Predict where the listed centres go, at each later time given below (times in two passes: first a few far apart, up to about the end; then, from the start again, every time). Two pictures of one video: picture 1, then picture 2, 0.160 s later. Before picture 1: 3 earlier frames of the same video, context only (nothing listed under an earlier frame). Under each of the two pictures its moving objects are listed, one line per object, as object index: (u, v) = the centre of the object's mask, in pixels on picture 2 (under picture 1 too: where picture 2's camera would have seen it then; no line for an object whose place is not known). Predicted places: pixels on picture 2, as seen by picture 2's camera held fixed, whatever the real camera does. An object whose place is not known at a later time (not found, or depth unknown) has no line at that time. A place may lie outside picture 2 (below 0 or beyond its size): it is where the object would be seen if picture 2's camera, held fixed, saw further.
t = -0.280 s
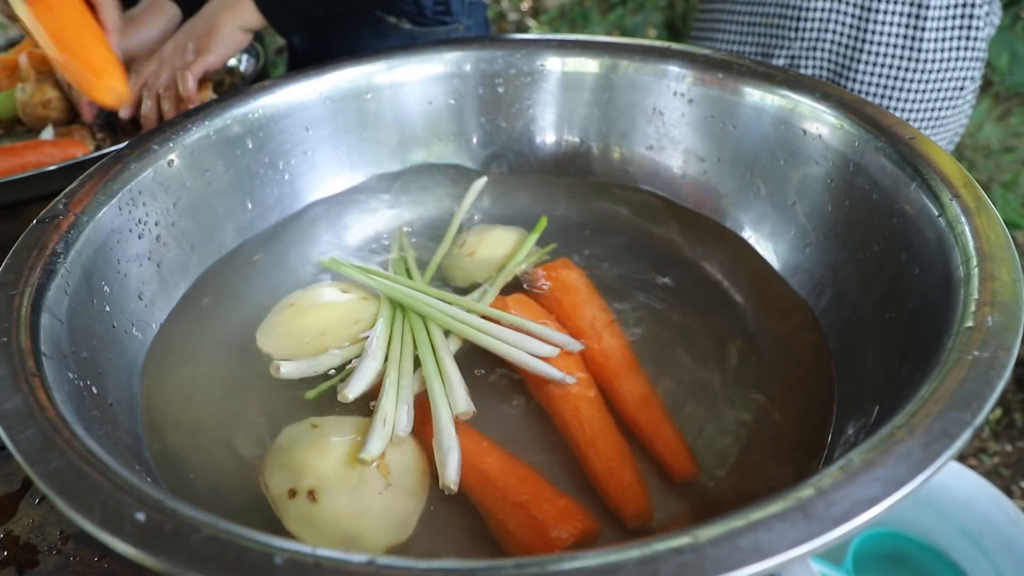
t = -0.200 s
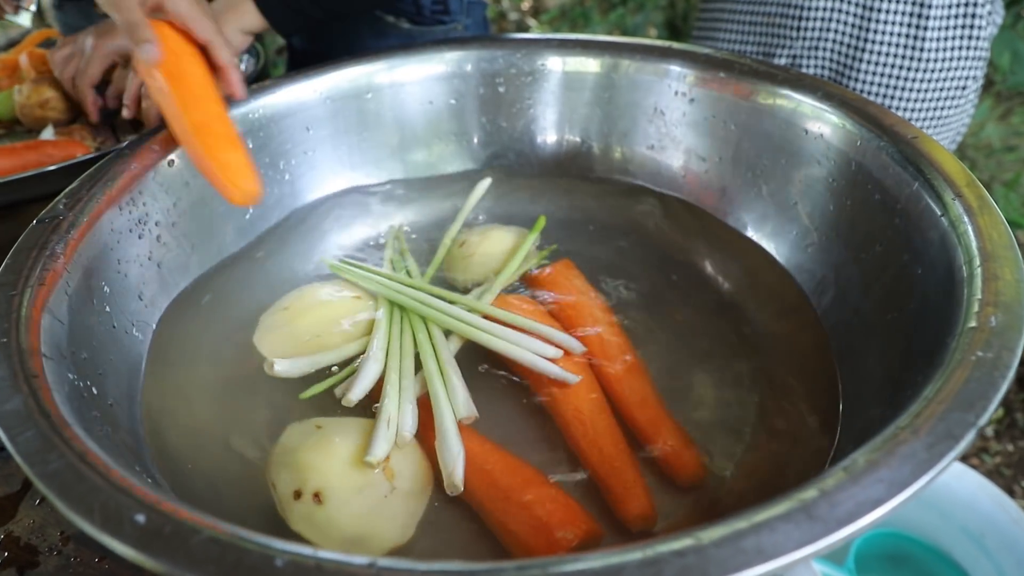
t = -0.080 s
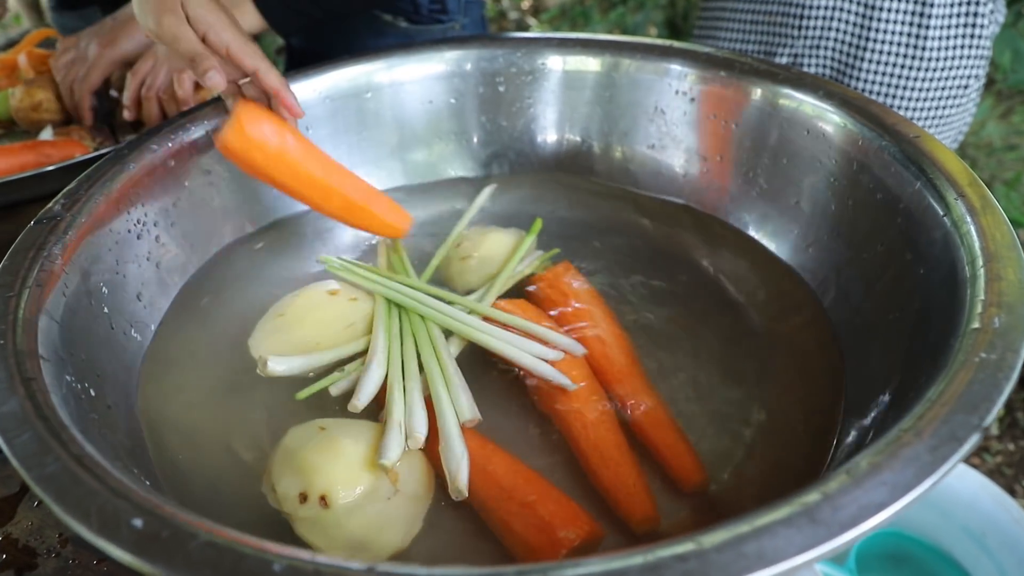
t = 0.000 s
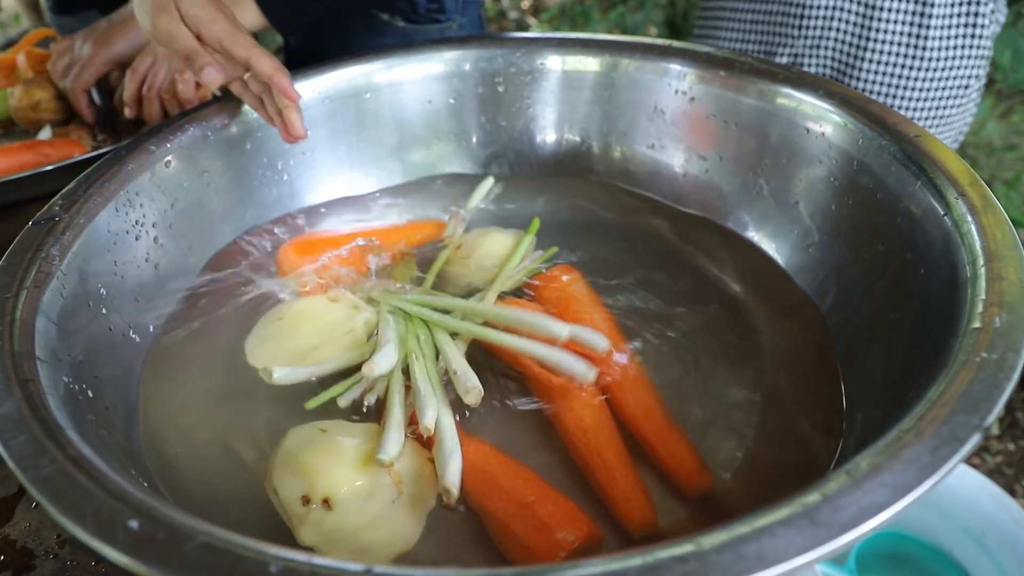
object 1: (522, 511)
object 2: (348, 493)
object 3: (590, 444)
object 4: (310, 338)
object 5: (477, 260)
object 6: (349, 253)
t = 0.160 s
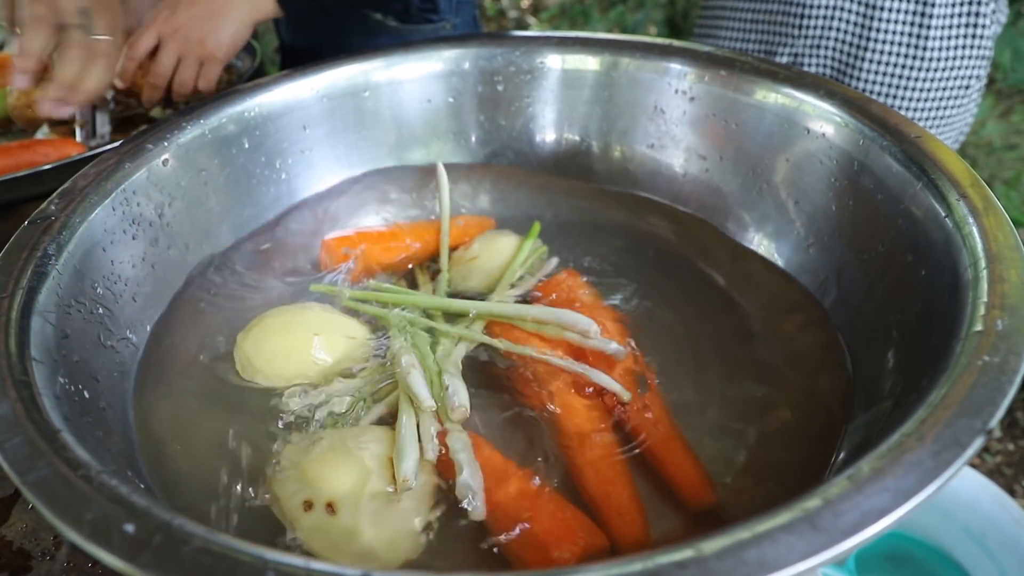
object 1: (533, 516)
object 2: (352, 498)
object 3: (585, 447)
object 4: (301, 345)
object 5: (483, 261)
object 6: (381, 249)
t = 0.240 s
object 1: (529, 514)
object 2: (347, 496)
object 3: (583, 450)
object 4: (306, 358)
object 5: (483, 262)
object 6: (409, 241)
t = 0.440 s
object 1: (518, 504)
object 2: (347, 497)
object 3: (572, 437)
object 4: (290, 361)
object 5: (488, 259)
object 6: (406, 239)
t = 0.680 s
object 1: (512, 493)
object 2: (346, 498)
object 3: (574, 447)
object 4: (281, 366)
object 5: (486, 257)
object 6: (407, 229)
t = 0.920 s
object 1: (512, 499)
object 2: (347, 497)
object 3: (572, 454)
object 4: (283, 365)
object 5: (483, 253)
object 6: (402, 223)
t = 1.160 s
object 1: (513, 506)
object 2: (349, 498)
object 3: (570, 451)
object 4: (284, 360)
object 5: (484, 255)
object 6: (414, 220)
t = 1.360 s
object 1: (513, 507)
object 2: (349, 497)
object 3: (574, 454)
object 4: (287, 357)
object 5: (480, 255)
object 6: (396, 223)
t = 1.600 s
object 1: (517, 510)
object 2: (349, 495)
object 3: (569, 448)
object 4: (289, 358)
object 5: (481, 256)
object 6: (397, 225)
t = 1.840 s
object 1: (503, 504)
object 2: (344, 492)
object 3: (567, 450)
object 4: (290, 356)
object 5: (479, 253)
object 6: (417, 222)
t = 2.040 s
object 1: (503, 497)
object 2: (346, 491)
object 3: (567, 443)
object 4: (290, 354)
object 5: (478, 252)
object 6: (414, 222)
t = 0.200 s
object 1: (534, 517)
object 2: (350, 499)
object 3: (584, 448)
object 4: (305, 356)
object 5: (483, 262)
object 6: (406, 243)
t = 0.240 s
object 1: (529, 514)
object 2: (347, 496)
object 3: (583, 450)
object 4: (306, 358)
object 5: (483, 262)
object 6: (409, 241)
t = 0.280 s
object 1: (524, 510)
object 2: (348, 496)
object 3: (578, 439)
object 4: (308, 360)
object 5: (484, 262)
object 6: (402, 243)
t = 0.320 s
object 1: (521, 509)
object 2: (349, 498)
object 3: (572, 437)
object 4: (306, 363)
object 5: (486, 259)
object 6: (408, 239)
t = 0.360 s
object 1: (520, 506)
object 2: (349, 499)
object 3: (571, 433)
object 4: (303, 362)
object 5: (484, 262)
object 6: (413, 237)
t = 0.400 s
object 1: (519, 505)
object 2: (346, 496)
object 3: (571, 434)
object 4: (300, 364)
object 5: (485, 262)
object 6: (409, 239)
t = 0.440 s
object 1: (518, 504)
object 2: (347, 497)
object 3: (572, 437)
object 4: (290, 361)
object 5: (488, 259)
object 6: (406, 239)
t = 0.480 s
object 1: (518, 501)
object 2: (347, 496)
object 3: (569, 436)
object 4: (292, 368)
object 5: (490, 259)
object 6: (406, 238)
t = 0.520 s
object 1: (515, 498)
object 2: (345, 496)
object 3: (571, 432)
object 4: (289, 370)
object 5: (489, 261)
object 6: (403, 238)
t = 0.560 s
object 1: (516, 497)
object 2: (344, 496)
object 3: (576, 449)
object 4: (287, 372)
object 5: (490, 261)
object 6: (403, 236)
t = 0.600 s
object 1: (516, 495)
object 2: (347, 497)
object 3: (575, 447)
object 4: (289, 369)
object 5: (489, 261)
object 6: (402, 235)
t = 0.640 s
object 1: (515, 495)
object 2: (347, 498)
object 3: (574, 447)
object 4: (281, 367)
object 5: (487, 259)
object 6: (407, 232)
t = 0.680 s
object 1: (512, 493)
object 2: (346, 498)
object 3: (574, 447)
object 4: (281, 366)
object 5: (486, 257)
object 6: (407, 229)
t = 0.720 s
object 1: (514, 496)
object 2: (346, 498)
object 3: (572, 446)
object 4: (281, 368)
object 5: (485, 256)
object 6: (401, 228)
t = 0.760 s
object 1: (512, 496)
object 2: (344, 497)
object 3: (570, 446)
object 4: (282, 368)
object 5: (485, 253)
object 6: (400, 228)
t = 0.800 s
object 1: (511, 496)
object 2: (345, 497)
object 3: (572, 451)
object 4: (282, 369)
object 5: (485, 253)
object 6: (401, 227)
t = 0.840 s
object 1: (512, 497)
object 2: (345, 496)
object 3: (572, 451)
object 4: (282, 368)
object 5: (484, 253)
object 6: (405, 224)
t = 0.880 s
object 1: (512, 496)
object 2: (346, 497)
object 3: (572, 453)
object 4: (281, 367)
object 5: (484, 252)
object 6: (403, 222)
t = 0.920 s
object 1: (512, 499)
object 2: (347, 497)
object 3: (572, 454)
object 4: (283, 365)
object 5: (483, 253)
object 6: (402, 223)
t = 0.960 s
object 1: (512, 501)
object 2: (349, 496)
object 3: (572, 454)
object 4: (285, 363)
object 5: (483, 254)
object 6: (405, 222)
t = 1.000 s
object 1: (512, 502)
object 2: (349, 496)
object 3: (571, 451)
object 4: (286, 363)
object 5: (484, 255)
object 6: (404, 223)
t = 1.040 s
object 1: (513, 502)
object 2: (348, 496)
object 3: (571, 451)
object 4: (285, 361)
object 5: (484, 255)
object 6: (406, 222)
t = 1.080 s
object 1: (513, 504)
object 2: (348, 496)
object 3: (571, 450)
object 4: (284, 361)
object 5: (484, 255)
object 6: (410, 221)
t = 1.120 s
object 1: (513, 505)
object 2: (349, 497)
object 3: (570, 450)
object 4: (284, 361)
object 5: (483, 255)
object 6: (412, 221)
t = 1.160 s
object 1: (513, 506)
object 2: (349, 498)
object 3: (570, 451)
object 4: (284, 360)
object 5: (484, 255)
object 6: (414, 220)
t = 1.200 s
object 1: (514, 507)
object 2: (349, 497)
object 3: (570, 449)
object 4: (284, 360)
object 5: (483, 254)
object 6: (410, 221)
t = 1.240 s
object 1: (512, 504)
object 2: (348, 496)
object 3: (570, 450)
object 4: (285, 360)
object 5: (482, 253)
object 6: (392, 224)
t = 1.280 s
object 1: (513, 507)
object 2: (348, 495)
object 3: (572, 453)
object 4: (286, 359)
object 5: (481, 253)
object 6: (393, 224)
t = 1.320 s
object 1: (512, 507)
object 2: (349, 497)
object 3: (574, 455)
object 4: (286, 357)
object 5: (480, 254)
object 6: (395, 224)
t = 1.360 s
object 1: (513, 507)
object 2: (349, 497)
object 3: (574, 454)
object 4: (287, 357)
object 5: (480, 255)
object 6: (396, 223)
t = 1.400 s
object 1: (514, 507)
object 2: (350, 496)
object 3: (574, 454)
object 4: (287, 357)
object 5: (479, 257)
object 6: (396, 223)
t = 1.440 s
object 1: (516, 507)
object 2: (351, 496)
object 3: (573, 453)
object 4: (288, 358)
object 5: (479, 258)
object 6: (413, 222)
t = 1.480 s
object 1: (517, 508)
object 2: (349, 497)
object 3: (573, 453)
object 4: (289, 358)
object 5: (479, 258)
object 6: (413, 223)
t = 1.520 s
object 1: (517, 509)
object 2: (350, 497)
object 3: (572, 452)
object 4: (289, 357)
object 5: (480, 257)
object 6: (395, 225)
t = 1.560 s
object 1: (517, 509)
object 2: (350, 497)
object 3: (571, 451)
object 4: (289, 358)
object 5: (480, 257)
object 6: (396, 225)
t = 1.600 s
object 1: (517, 510)
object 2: (349, 495)
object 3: (569, 448)
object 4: (289, 358)
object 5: (481, 256)
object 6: (397, 225)
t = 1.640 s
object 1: (514, 509)
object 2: (349, 496)
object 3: (568, 449)
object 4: (289, 357)
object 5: (481, 255)
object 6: (396, 225)
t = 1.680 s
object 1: (511, 508)
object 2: (346, 497)
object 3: (568, 449)
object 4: (289, 358)
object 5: (480, 256)
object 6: (412, 224)
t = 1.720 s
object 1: (509, 506)
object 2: (347, 495)
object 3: (568, 450)
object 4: (290, 357)
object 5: (479, 255)
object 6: (413, 224)
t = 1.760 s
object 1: (507, 507)
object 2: (345, 494)
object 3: (568, 451)
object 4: (290, 357)
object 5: (479, 254)
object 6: (415, 223)
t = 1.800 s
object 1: (505, 506)
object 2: (345, 493)
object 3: (567, 451)
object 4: (290, 357)
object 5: (479, 253)
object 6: (416, 222)
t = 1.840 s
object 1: (503, 504)
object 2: (344, 492)
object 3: (567, 450)
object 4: (290, 356)
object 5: (479, 253)
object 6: (417, 222)
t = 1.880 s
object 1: (503, 502)
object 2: (342, 490)
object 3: (567, 449)
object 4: (290, 354)
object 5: (479, 252)
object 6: (417, 222)
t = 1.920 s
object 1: (503, 501)
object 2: (344, 491)
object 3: (567, 446)
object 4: (289, 353)
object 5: (478, 252)
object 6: (415, 222)
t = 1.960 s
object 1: (503, 500)
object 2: (345, 491)
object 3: (566, 444)
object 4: (290, 354)
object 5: (478, 252)
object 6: (414, 222)
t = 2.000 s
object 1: (503, 499)
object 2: (346, 491)
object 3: (566, 443)
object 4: (290, 354)
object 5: (478, 252)
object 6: (415, 222)
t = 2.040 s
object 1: (503, 497)
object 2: (346, 491)
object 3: (567, 443)
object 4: (290, 354)
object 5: (478, 252)
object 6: (414, 222)
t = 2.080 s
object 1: (503, 496)
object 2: (347, 491)
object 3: (567, 444)
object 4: (290, 354)
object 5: (477, 252)
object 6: (415, 222)
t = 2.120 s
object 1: (502, 495)
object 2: (348, 492)
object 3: (567, 444)
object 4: (290, 354)
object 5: (478, 252)
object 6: (414, 222)
